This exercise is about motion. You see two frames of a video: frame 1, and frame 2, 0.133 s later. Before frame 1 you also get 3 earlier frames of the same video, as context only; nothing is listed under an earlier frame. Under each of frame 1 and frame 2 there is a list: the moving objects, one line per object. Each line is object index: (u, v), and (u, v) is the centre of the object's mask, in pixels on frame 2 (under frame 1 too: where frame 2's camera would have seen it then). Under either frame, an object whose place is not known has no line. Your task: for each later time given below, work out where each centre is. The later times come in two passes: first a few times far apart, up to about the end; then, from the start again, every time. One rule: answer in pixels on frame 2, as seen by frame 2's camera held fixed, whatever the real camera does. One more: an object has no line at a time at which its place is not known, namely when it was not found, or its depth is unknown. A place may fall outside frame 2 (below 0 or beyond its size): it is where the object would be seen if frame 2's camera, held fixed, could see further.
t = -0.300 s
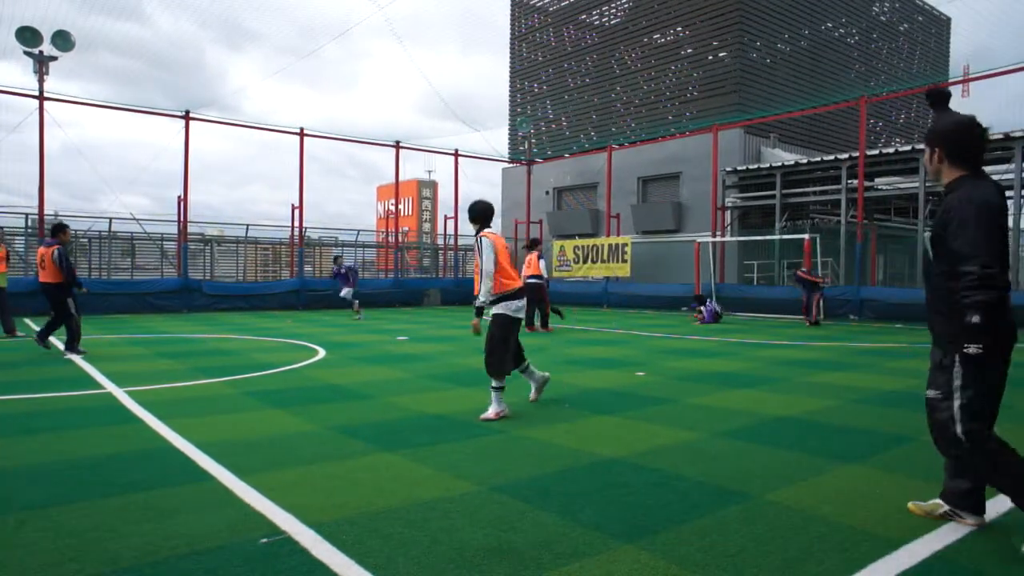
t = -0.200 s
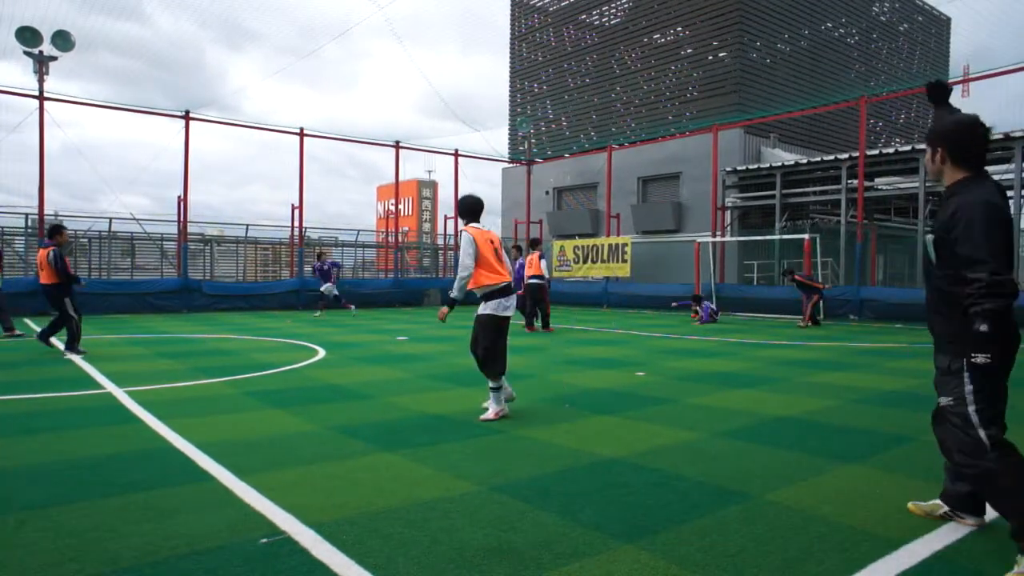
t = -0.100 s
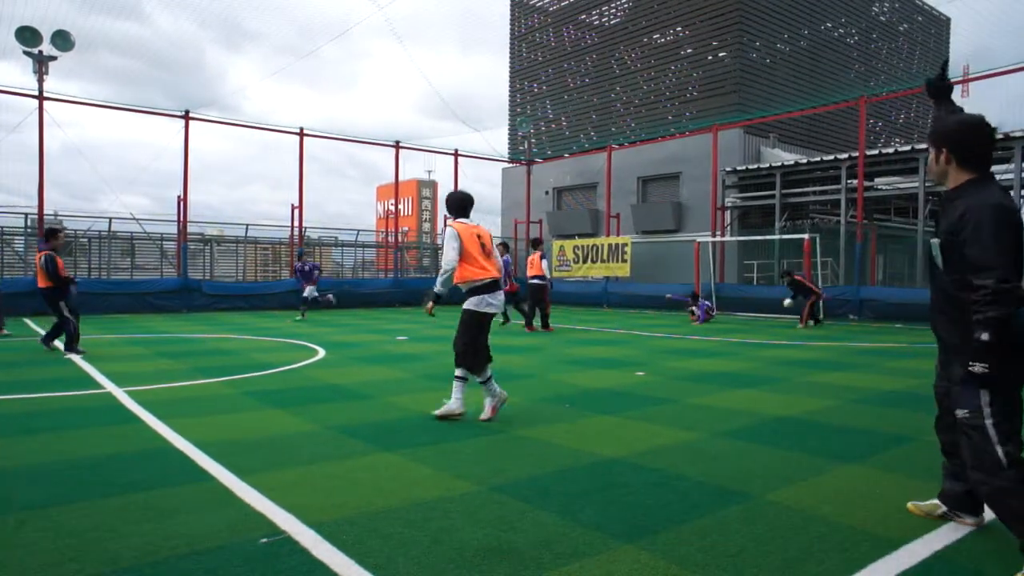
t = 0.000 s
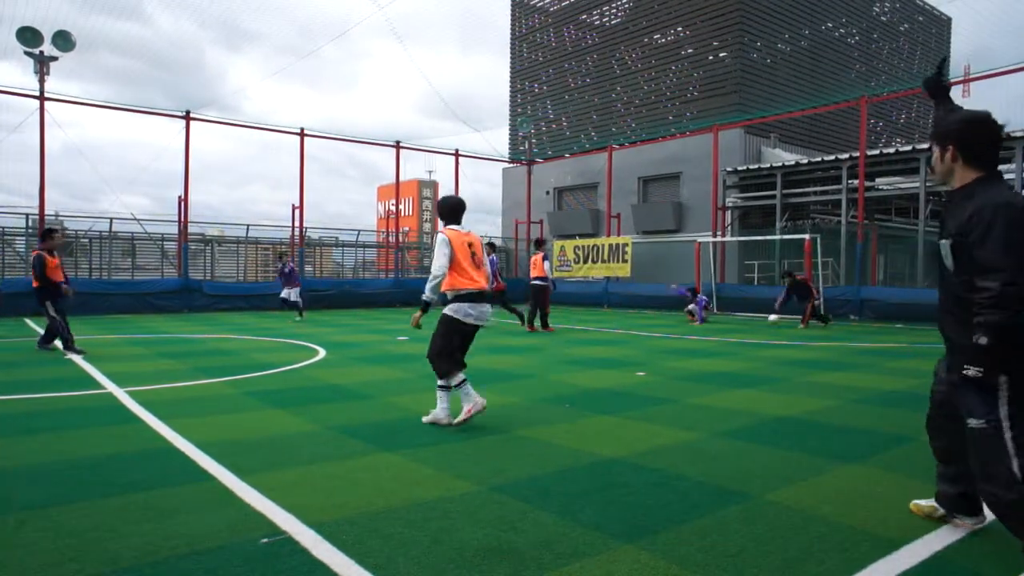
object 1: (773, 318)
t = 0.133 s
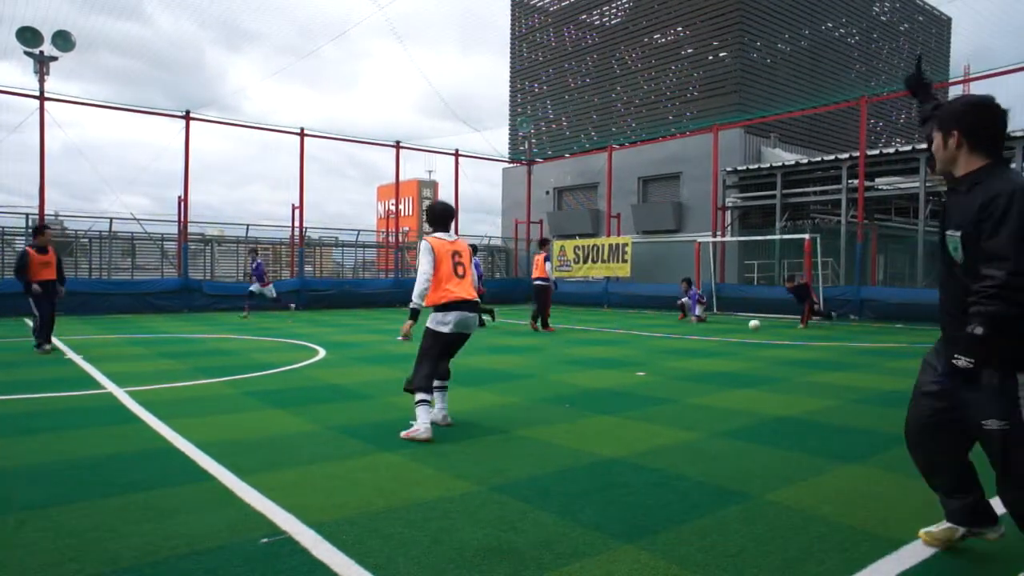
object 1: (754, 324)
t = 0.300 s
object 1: (724, 337)
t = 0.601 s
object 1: (657, 355)
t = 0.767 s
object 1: (609, 364)
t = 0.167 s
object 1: (748, 325)
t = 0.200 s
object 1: (743, 326)
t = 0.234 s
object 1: (737, 329)
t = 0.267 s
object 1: (731, 333)
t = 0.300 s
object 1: (724, 337)
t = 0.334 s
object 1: (718, 338)
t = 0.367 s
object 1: (712, 339)
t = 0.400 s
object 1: (705, 342)
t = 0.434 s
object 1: (697, 345)
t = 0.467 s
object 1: (690, 346)
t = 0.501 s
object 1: (682, 346)
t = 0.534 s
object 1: (675, 348)
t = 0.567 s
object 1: (667, 351)
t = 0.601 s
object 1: (657, 355)
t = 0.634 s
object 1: (649, 357)
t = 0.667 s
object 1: (639, 356)
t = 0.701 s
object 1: (629, 358)
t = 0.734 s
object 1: (620, 360)
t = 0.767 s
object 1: (609, 364)
